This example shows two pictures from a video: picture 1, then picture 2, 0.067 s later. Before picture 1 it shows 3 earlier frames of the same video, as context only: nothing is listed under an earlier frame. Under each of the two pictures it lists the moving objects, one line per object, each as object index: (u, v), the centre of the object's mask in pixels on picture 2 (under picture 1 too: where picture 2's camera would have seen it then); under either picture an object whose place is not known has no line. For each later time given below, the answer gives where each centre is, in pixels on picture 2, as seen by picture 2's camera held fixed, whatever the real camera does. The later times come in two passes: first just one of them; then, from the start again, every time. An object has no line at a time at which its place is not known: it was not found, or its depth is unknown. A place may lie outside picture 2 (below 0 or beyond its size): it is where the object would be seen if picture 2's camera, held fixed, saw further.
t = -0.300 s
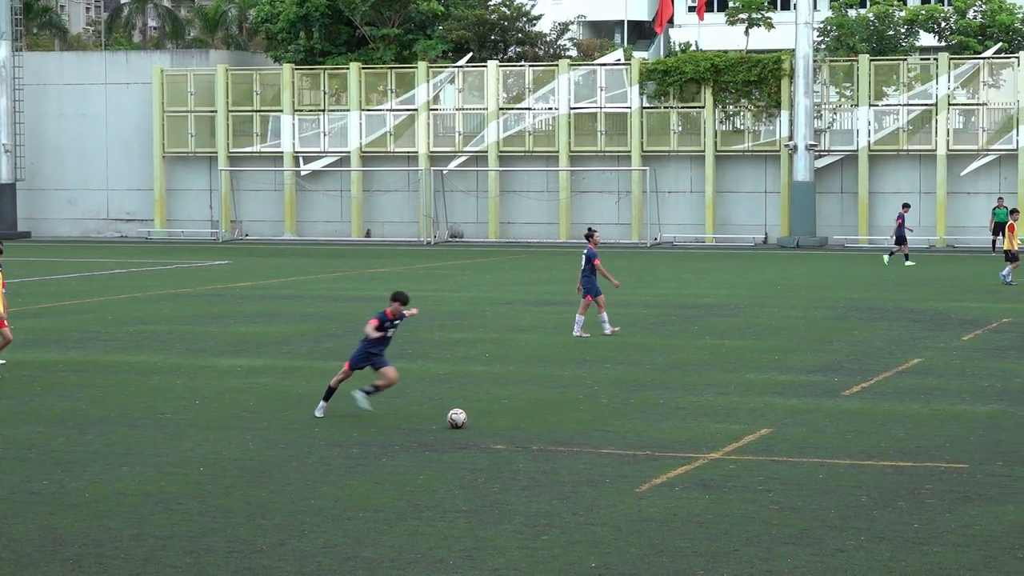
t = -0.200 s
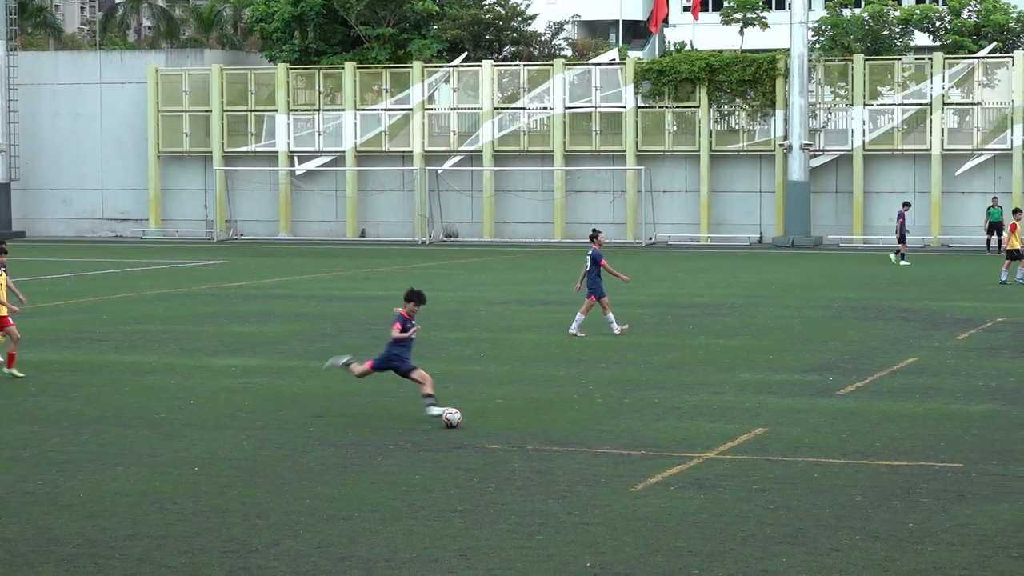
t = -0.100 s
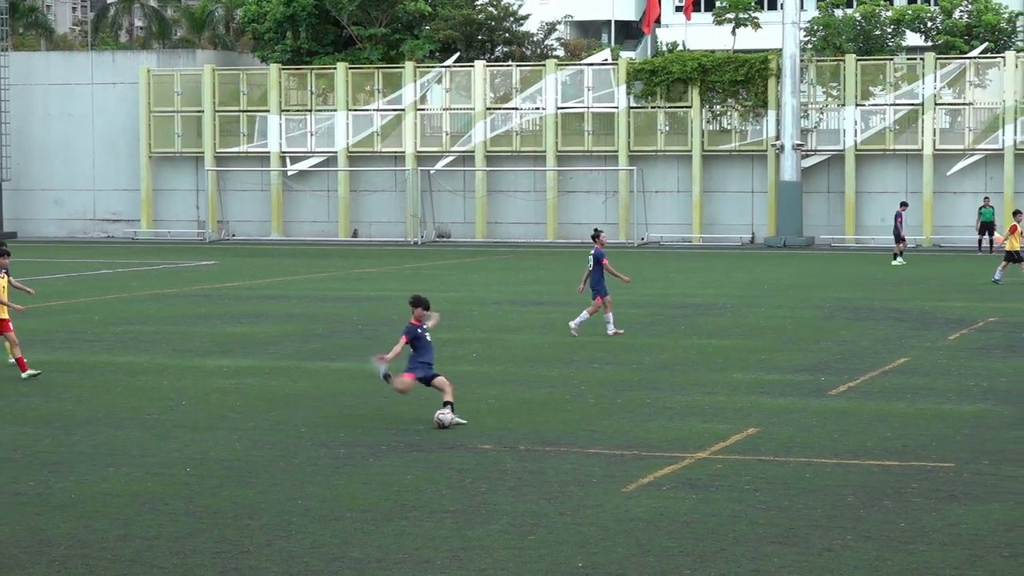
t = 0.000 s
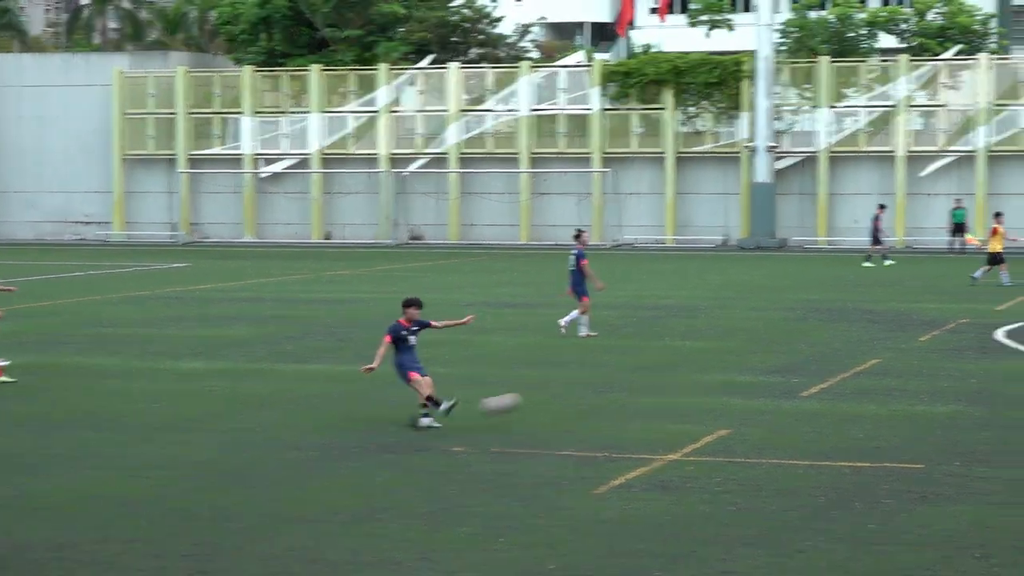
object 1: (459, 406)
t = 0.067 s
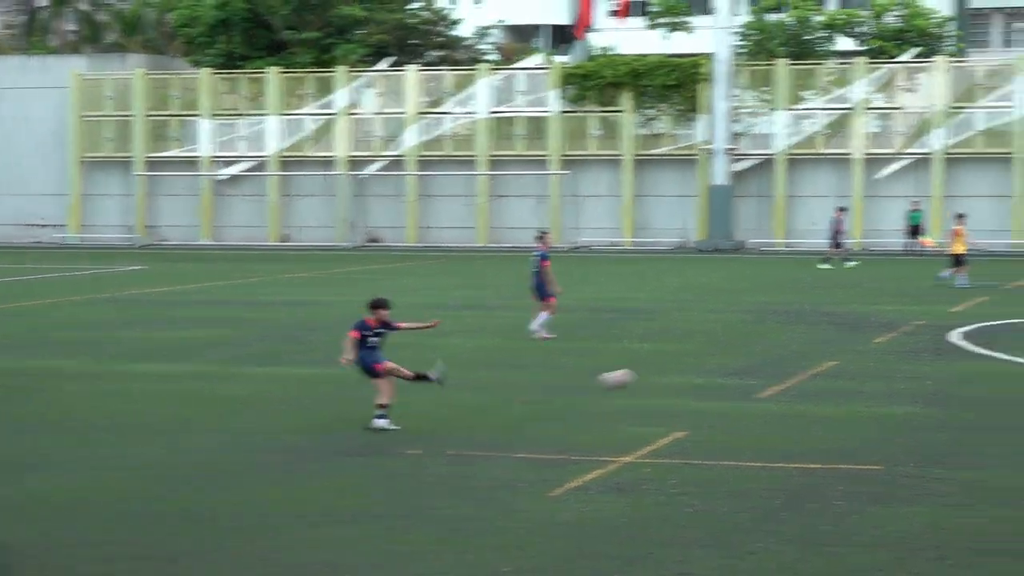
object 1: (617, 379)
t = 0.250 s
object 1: (1000, 341)
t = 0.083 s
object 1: (654, 373)
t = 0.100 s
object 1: (691, 368)
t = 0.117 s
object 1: (727, 363)
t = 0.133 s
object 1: (763, 359)
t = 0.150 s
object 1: (798, 355)
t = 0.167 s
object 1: (832, 353)
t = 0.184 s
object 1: (866, 350)
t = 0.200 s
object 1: (900, 347)
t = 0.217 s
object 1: (932, 345)
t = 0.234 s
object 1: (968, 343)
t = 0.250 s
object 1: (1000, 341)
